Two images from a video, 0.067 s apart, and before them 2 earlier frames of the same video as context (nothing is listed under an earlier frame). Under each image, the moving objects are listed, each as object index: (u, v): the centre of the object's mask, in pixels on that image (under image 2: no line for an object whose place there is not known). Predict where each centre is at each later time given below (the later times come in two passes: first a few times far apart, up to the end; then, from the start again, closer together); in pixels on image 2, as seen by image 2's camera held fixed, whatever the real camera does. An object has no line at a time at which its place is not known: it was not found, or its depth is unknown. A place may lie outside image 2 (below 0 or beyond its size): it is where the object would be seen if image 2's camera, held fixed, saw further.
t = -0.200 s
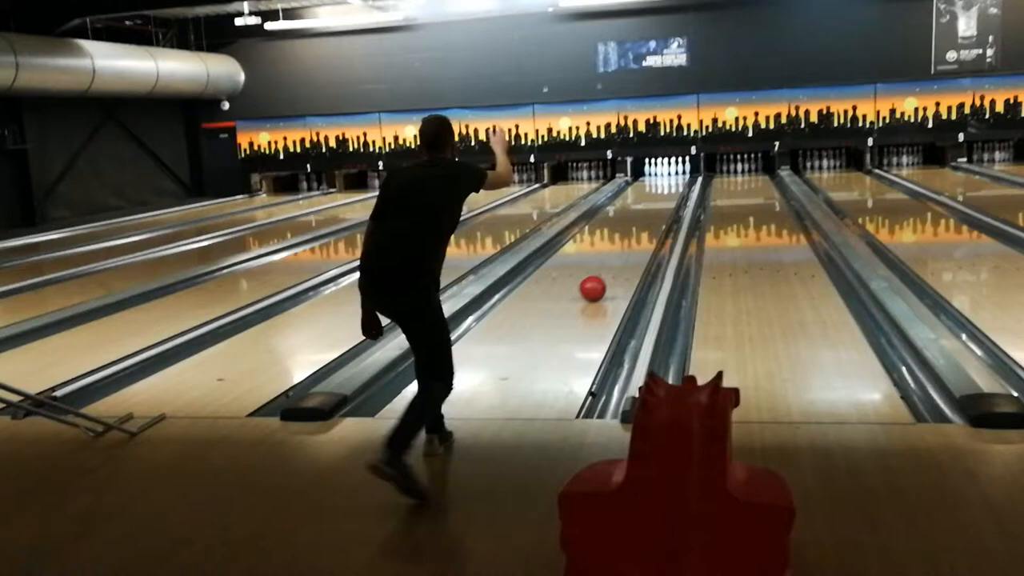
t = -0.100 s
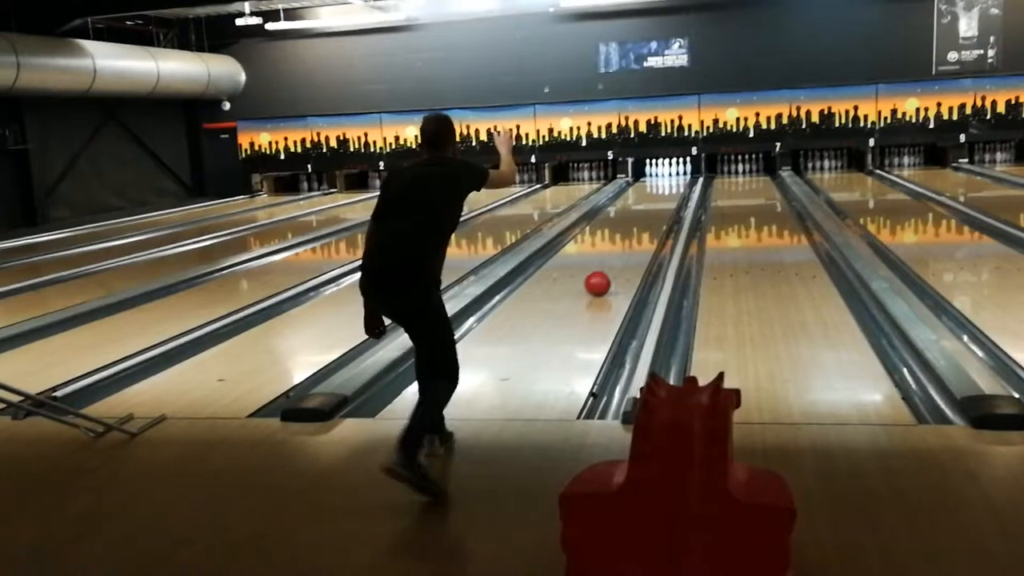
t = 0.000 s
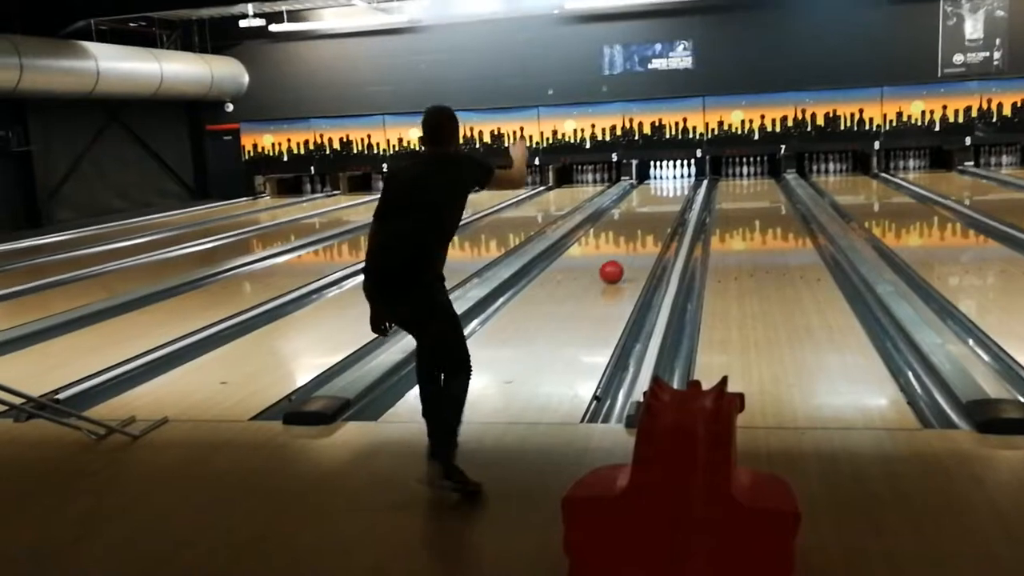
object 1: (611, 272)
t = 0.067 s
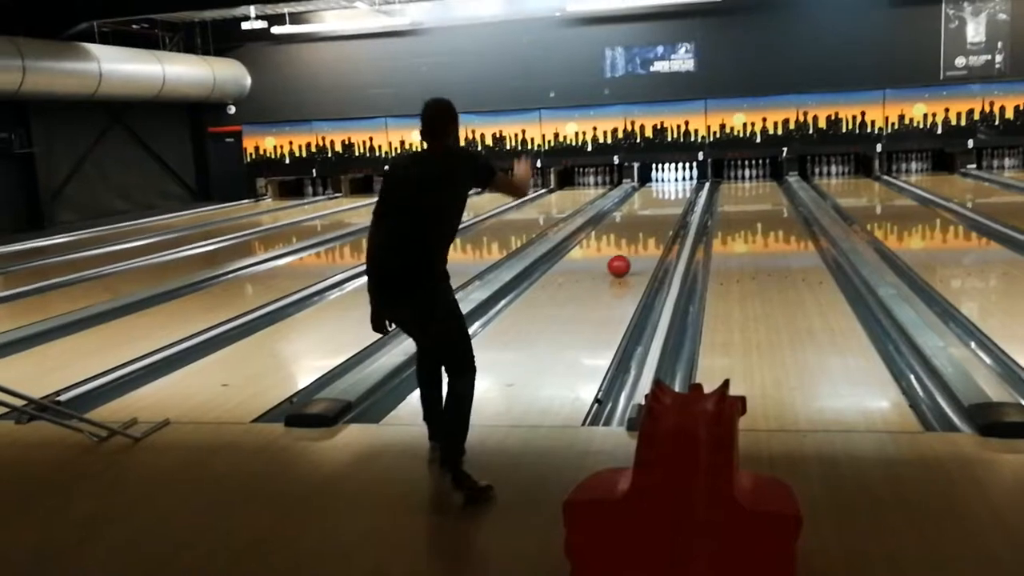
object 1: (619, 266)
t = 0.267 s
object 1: (633, 245)
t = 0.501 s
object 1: (645, 227)
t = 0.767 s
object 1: (656, 212)
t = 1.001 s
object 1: (663, 203)
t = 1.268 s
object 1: (668, 194)
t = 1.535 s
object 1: (673, 186)
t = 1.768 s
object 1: (676, 181)
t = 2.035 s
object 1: (684, 177)
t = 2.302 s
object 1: (687, 176)
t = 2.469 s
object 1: (688, 176)
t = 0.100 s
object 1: (621, 262)
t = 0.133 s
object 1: (624, 258)
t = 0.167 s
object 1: (626, 255)
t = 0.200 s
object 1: (629, 251)
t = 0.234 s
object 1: (631, 248)
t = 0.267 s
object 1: (633, 245)
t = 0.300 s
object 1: (635, 242)
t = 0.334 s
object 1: (637, 239)
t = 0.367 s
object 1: (639, 237)
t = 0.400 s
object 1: (641, 234)
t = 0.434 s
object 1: (642, 232)
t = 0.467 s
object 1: (644, 230)
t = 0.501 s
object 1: (645, 227)
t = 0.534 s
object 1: (647, 225)
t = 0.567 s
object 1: (648, 223)
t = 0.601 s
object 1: (649, 222)
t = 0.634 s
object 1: (651, 219)
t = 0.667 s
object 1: (652, 218)
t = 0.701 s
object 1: (653, 216)
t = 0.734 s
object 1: (654, 214)
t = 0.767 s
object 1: (656, 212)
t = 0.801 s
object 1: (657, 211)
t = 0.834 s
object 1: (658, 210)
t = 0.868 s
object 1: (659, 208)
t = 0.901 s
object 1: (660, 207)
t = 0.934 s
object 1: (661, 206)
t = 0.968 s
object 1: (662, 204)
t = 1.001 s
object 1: (663, 203)
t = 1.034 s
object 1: (663, 202)
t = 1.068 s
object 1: (664, 200)
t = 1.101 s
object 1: (665, 199)
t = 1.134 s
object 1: (666, 198)
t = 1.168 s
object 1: (666, 197)
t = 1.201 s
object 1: (667, 196)
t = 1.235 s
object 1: (667, 195)
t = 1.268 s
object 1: (668, 194)
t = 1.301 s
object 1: (669, 192)
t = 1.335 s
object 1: (670, 191)
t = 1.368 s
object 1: (670, 190)
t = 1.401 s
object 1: (671, 190)
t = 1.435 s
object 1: (672, 188)
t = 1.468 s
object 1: (672, 188)
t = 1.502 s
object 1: (673, 187)
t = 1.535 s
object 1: (673, 186)
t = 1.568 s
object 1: (673, 186)
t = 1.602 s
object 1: (674, 185)
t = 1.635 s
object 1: (675, 184)
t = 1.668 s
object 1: (675, 183)
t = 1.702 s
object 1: (675, 182)
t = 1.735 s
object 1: (676, 182)
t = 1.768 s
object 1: (676, 181)
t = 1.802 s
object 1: (677, 181)
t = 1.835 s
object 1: (677, 180)
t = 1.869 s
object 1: (677, 179)
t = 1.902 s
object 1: (678, 178)
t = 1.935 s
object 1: (680, 178)
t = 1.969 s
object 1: (682, 178)
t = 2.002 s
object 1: (683, 177)
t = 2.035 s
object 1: (684, 177)
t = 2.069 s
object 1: (684, 177)
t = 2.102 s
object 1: (686, 177)
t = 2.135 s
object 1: (687, 177)
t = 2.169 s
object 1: (687, 176)
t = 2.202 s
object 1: (687, 176)
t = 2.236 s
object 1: (687, 176)
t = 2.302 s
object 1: (687, 176)
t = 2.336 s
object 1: (688, 175)
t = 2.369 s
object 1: (688, 176)
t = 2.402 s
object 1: (688, 176)
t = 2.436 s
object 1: (688, 176)
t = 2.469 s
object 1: (688, 176)
